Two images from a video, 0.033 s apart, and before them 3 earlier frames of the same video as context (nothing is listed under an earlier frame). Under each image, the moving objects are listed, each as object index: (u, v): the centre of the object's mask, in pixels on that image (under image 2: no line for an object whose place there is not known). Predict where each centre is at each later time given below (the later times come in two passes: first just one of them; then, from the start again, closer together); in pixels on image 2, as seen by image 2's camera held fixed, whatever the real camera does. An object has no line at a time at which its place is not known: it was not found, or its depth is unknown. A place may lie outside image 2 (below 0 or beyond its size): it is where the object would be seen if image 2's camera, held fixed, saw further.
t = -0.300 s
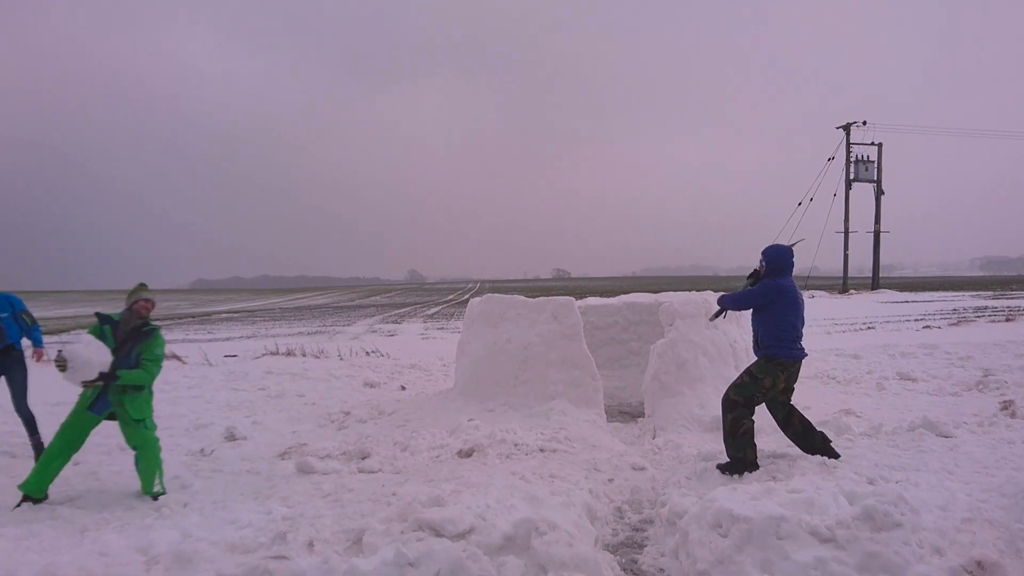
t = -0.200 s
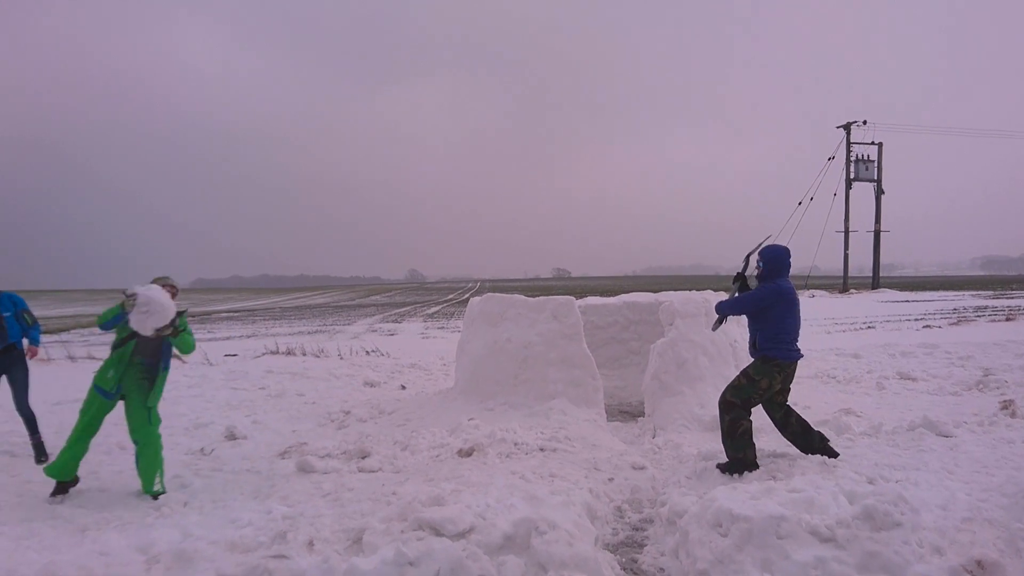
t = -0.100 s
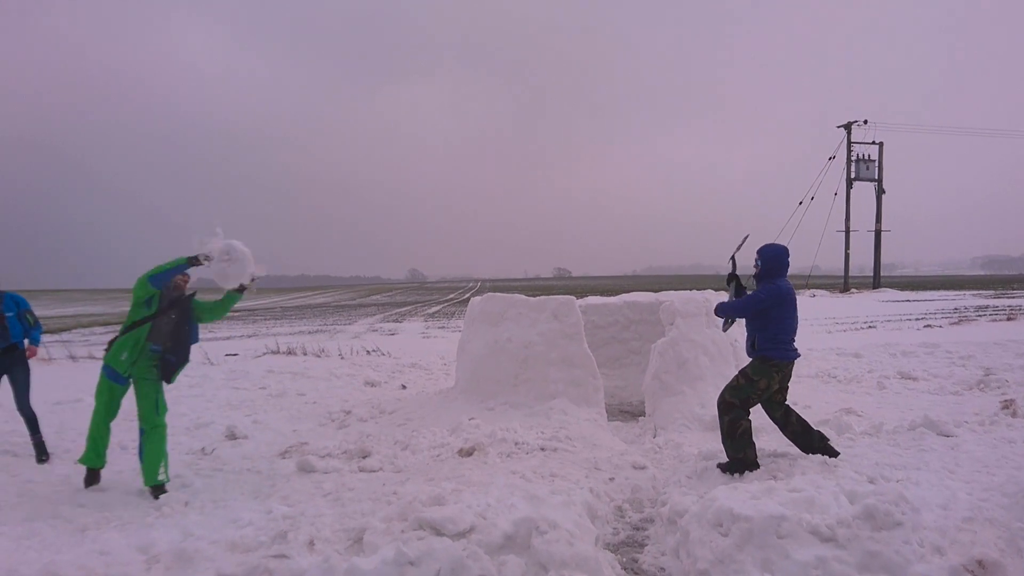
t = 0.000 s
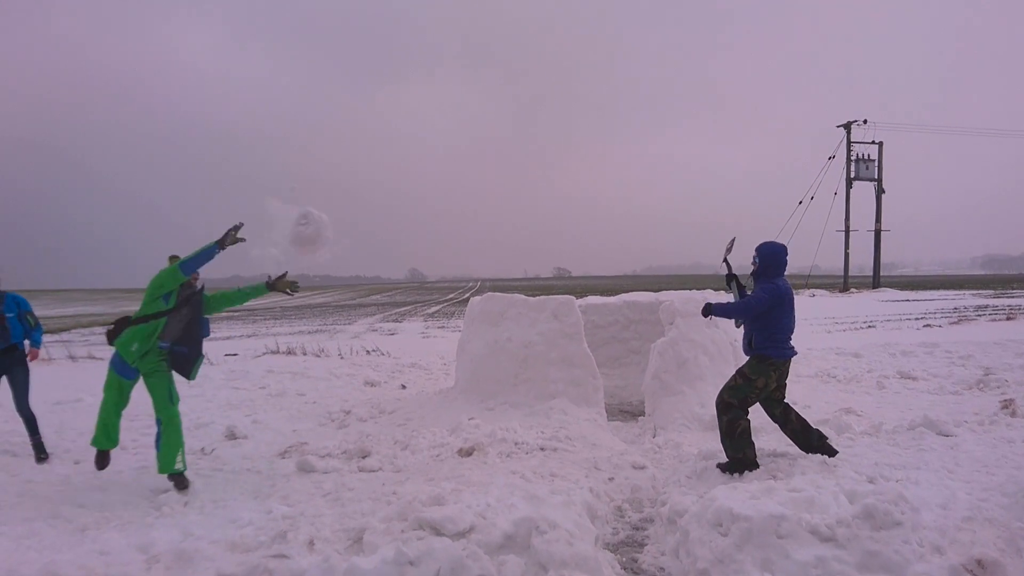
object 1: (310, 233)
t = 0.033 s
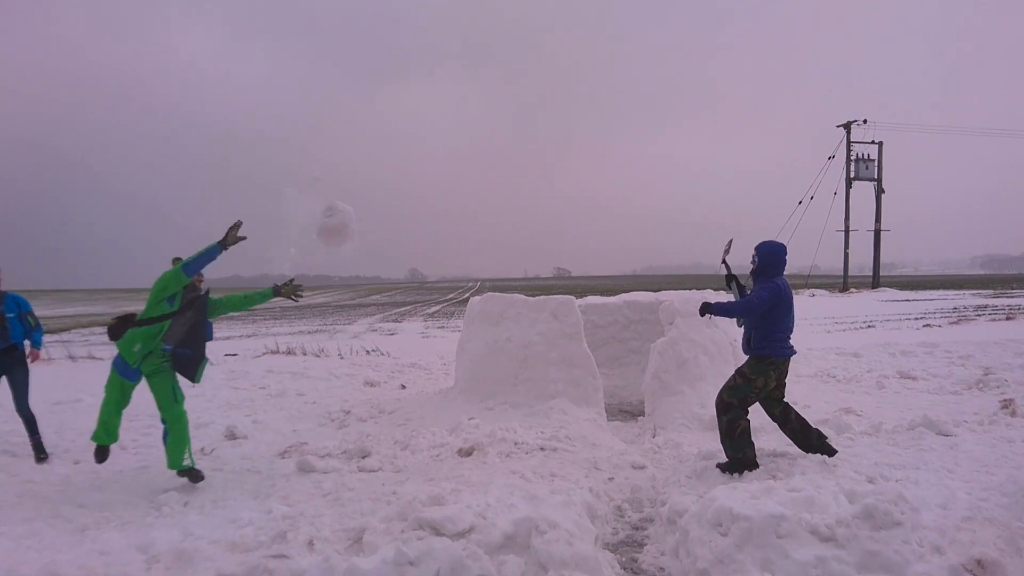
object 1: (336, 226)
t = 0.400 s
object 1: (612, 253)
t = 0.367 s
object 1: (588, 243)
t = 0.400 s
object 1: (612, 253)
